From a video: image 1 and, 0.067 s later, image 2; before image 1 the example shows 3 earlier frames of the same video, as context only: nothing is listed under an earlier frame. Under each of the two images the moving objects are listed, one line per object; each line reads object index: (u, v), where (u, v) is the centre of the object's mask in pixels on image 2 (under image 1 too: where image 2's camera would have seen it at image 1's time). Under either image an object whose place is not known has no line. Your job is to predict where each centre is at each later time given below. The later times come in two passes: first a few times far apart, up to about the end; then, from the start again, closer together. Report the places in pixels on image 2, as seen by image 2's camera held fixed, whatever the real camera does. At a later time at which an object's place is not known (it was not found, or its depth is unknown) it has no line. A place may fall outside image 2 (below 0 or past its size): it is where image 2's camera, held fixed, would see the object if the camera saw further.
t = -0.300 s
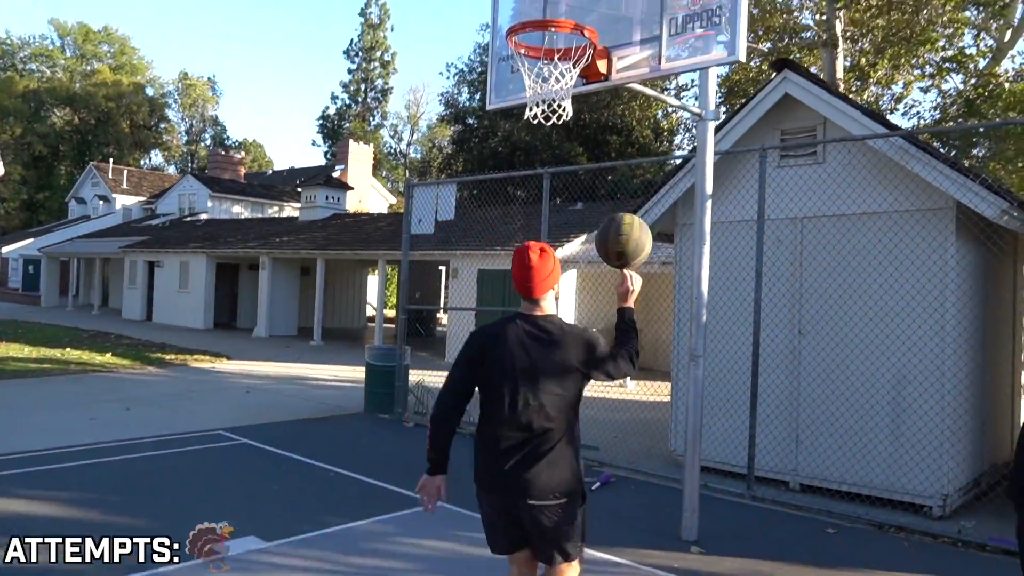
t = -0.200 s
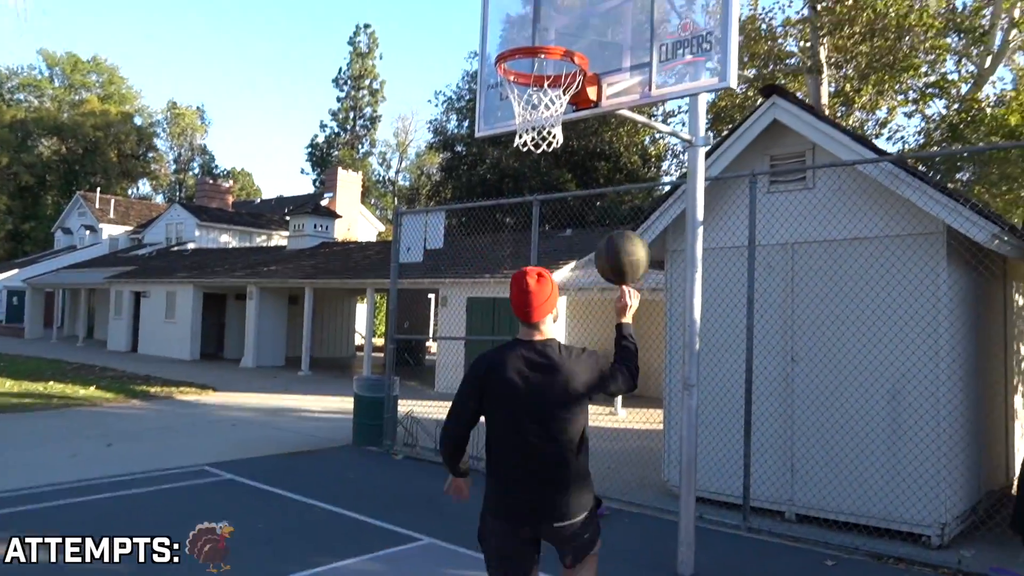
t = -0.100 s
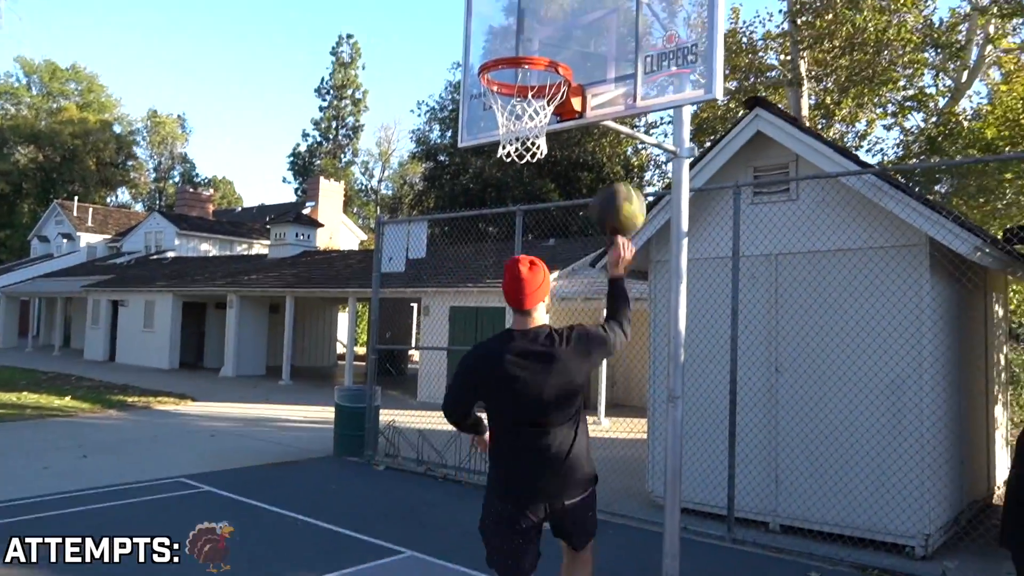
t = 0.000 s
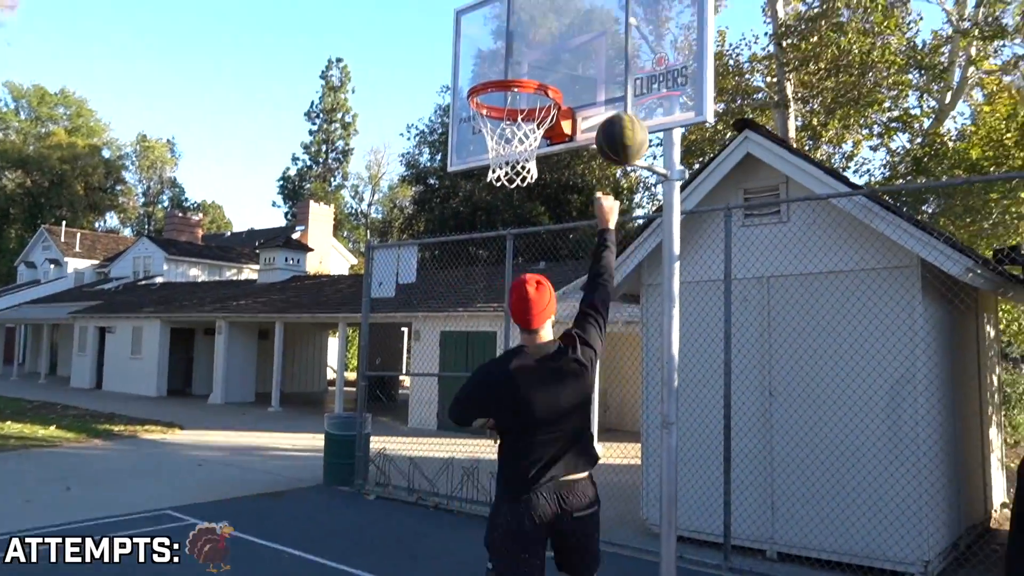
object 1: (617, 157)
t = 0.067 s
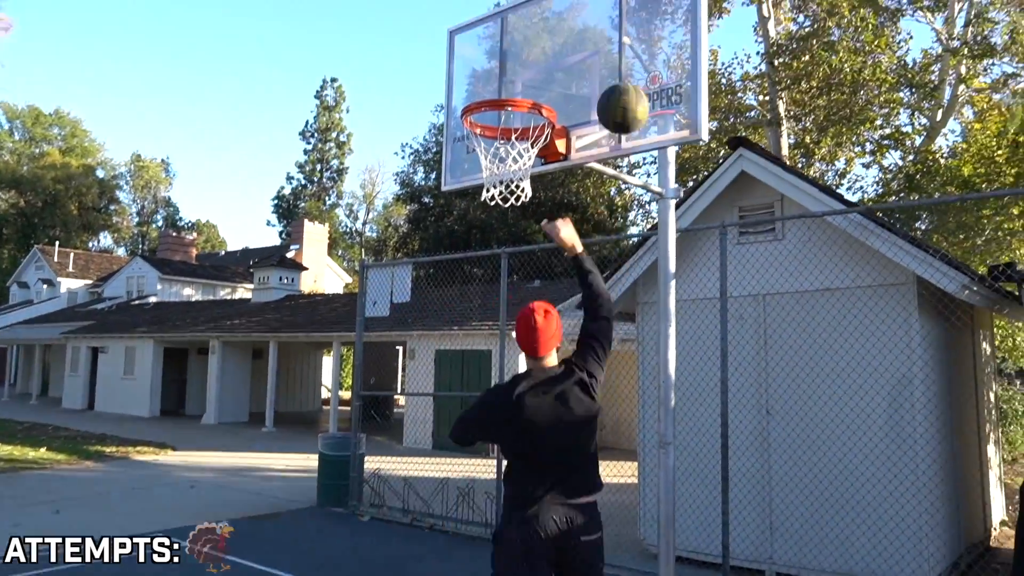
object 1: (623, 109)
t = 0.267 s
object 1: (626, 25)
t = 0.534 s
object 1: (513, 48)
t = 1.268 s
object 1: (583, 199)
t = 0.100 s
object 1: (626, 88)
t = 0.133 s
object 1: (629, 70)
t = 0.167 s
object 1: (632, 55)
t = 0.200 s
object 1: (635, 42)
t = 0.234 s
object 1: (637, 32)
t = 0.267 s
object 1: (626, 25)
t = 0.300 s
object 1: (612, 21)
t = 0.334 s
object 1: (598, 18)
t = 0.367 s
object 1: (584, 18)
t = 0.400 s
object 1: (570, 20)
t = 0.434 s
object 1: (555, 23)
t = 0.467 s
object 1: (540, 30)
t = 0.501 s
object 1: (526, 38)
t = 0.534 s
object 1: (513, 48)
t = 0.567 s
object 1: (499, 61)
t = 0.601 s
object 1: (485, 75)
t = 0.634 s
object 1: (469, 86)
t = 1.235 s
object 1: (583, 179)
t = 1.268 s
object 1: (583, 199)
